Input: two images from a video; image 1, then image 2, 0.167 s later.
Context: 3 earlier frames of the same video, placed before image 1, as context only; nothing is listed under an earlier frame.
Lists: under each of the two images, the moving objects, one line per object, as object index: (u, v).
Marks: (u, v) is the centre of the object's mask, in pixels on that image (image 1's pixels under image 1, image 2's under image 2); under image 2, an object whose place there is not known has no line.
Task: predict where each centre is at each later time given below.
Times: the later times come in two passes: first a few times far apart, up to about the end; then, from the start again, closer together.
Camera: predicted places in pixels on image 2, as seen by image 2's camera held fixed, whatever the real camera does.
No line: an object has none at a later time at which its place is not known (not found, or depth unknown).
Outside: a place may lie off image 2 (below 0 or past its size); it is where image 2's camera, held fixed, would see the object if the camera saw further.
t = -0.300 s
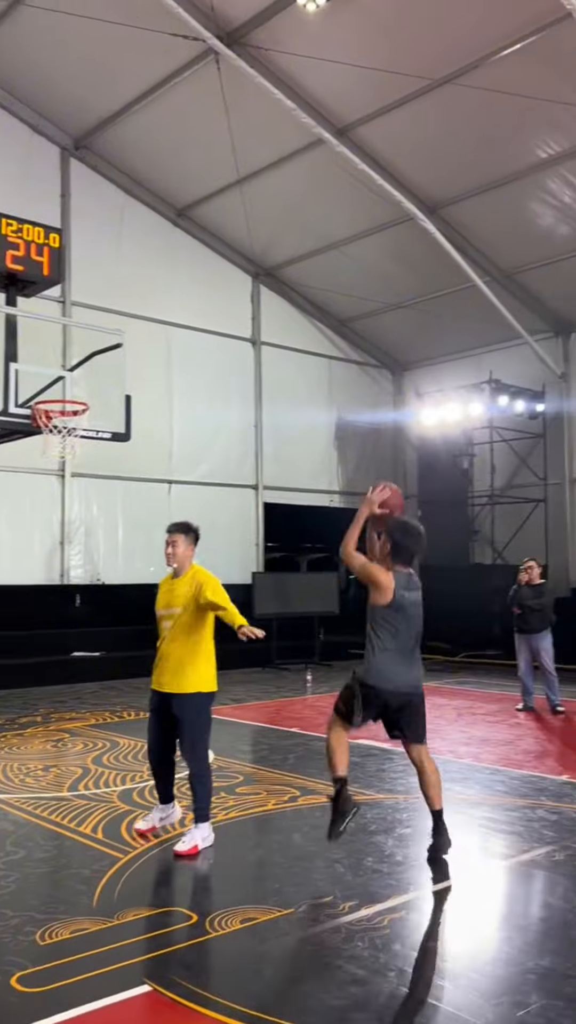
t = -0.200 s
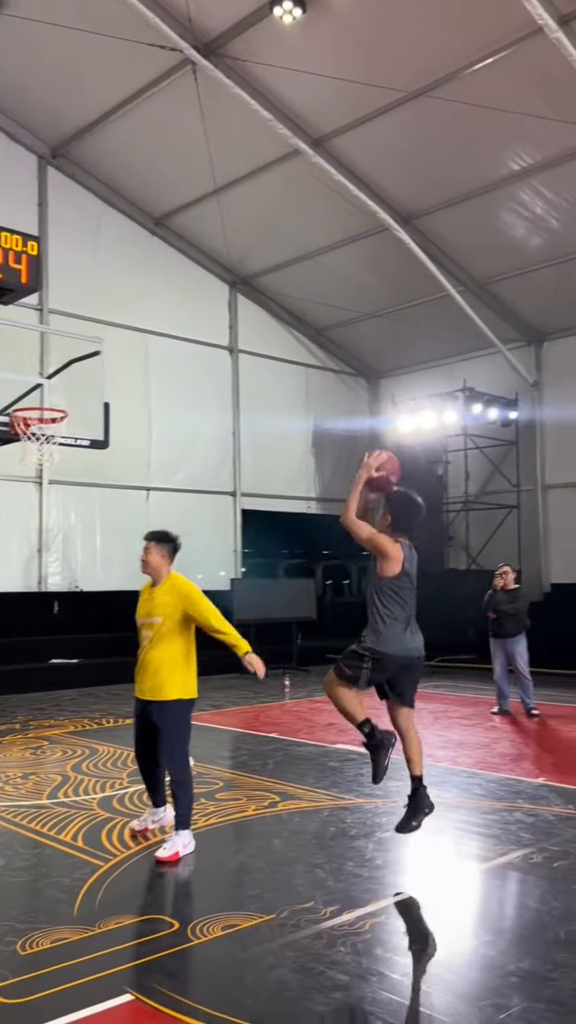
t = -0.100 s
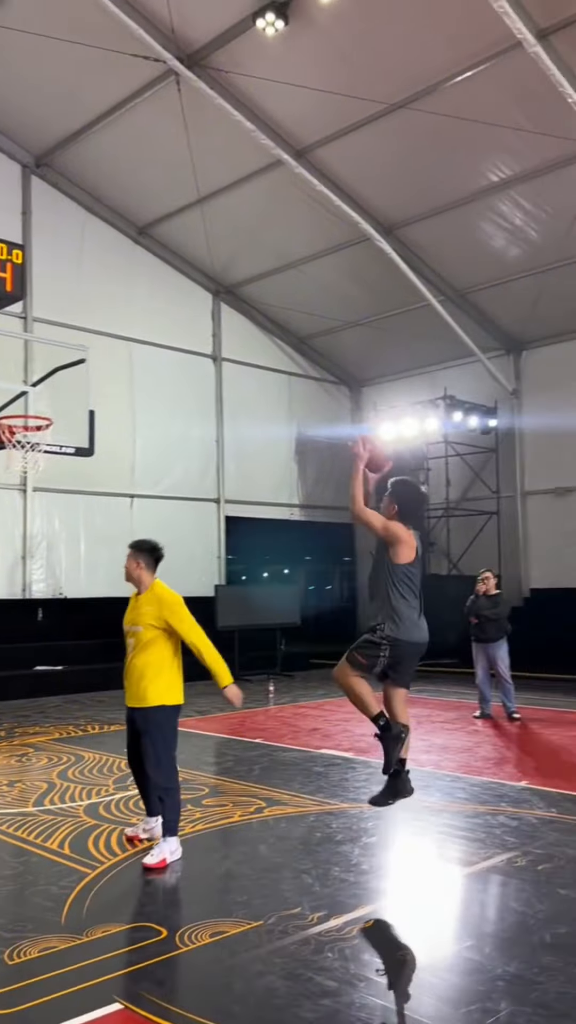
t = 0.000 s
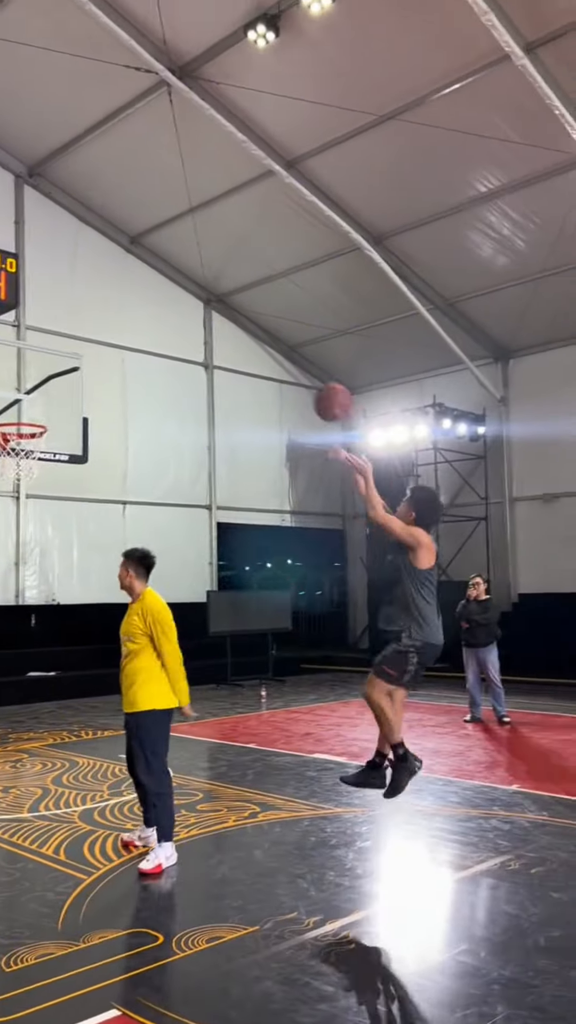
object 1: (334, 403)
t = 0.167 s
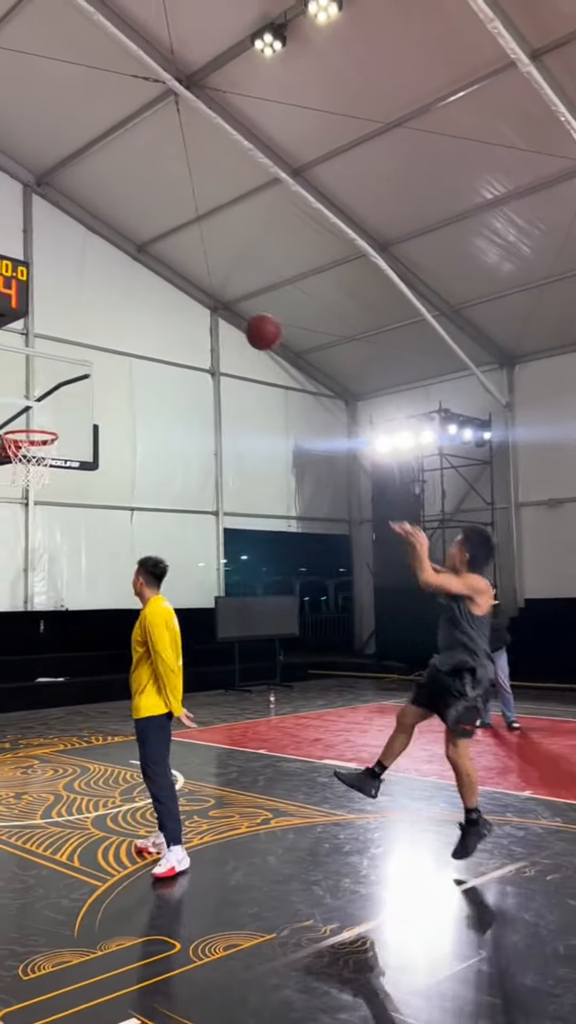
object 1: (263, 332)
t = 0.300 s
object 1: (211, 306)
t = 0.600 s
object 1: (114, 331)
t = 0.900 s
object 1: (35, 447)
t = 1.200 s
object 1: (9, 512)
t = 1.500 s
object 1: (-15, 656)
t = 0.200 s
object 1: (249, 323)
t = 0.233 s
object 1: (236, 316)
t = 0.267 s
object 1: (223, 310)
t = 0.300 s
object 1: (211, 306)
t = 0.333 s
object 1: (199, 303)
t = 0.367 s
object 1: (187, 302)
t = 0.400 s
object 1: (176, 303)
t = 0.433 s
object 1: (165, 304)
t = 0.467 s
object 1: (154, 307)
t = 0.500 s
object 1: (144, 311)
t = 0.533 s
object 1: (134, 317)
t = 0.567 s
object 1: (124, 324)
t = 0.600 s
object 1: (114, 331)
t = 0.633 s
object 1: (104, 340)
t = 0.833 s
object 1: (51, 415)
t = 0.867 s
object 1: (43, 430)
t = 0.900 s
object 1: (35, 447)
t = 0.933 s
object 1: (31, 460)
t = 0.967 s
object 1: (24, 471)
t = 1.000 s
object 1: (21, 470)
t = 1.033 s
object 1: (19, 475)
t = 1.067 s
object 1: (17, 479)
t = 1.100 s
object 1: (14, 486)
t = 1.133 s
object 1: (12, 493)
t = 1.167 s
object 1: (10, 502)
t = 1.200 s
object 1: (9, 512)
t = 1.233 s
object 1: (6, 523)
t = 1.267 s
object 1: (3, 535)
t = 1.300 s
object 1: (1, 549)
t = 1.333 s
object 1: (-2, 564)
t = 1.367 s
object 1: (-5, 580)
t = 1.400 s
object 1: (-7, 597)
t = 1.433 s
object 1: (-10, 616)
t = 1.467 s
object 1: (-13, 635)
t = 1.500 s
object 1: (-15, 656)
